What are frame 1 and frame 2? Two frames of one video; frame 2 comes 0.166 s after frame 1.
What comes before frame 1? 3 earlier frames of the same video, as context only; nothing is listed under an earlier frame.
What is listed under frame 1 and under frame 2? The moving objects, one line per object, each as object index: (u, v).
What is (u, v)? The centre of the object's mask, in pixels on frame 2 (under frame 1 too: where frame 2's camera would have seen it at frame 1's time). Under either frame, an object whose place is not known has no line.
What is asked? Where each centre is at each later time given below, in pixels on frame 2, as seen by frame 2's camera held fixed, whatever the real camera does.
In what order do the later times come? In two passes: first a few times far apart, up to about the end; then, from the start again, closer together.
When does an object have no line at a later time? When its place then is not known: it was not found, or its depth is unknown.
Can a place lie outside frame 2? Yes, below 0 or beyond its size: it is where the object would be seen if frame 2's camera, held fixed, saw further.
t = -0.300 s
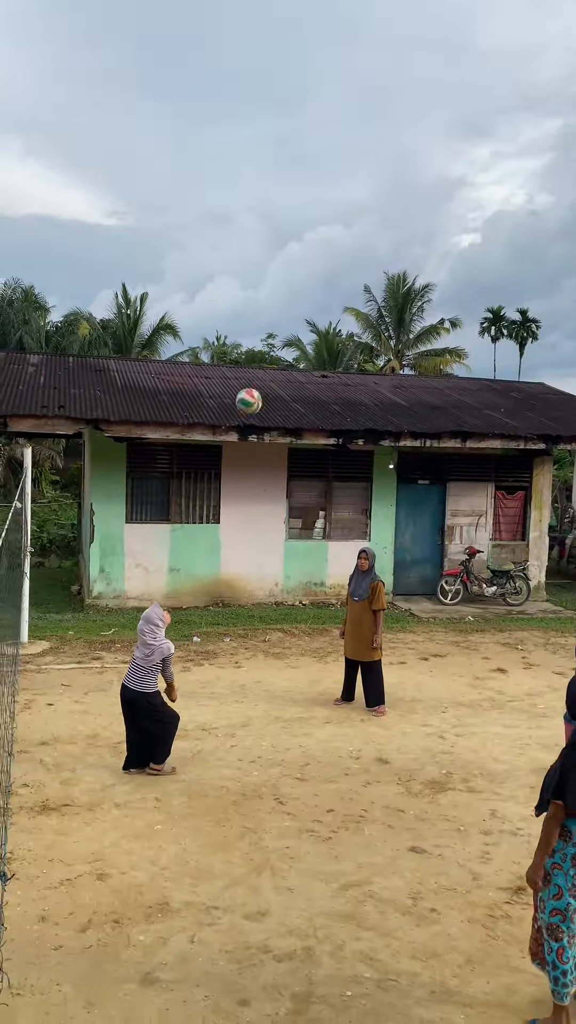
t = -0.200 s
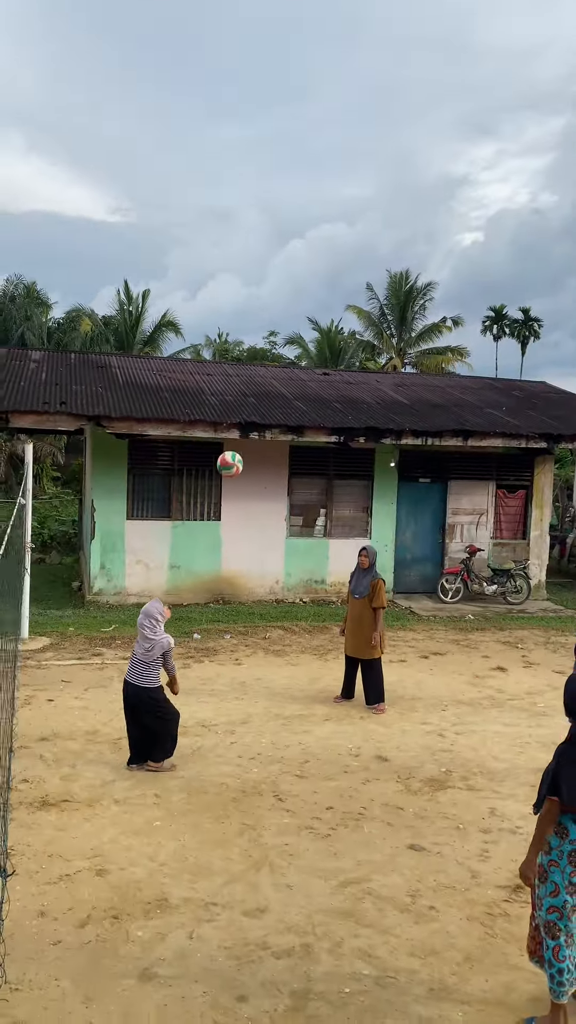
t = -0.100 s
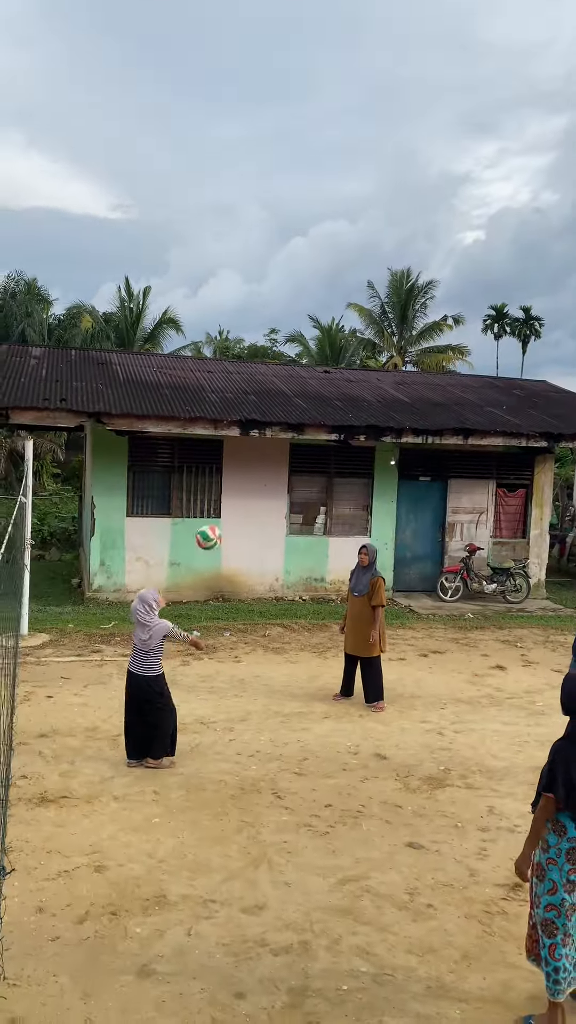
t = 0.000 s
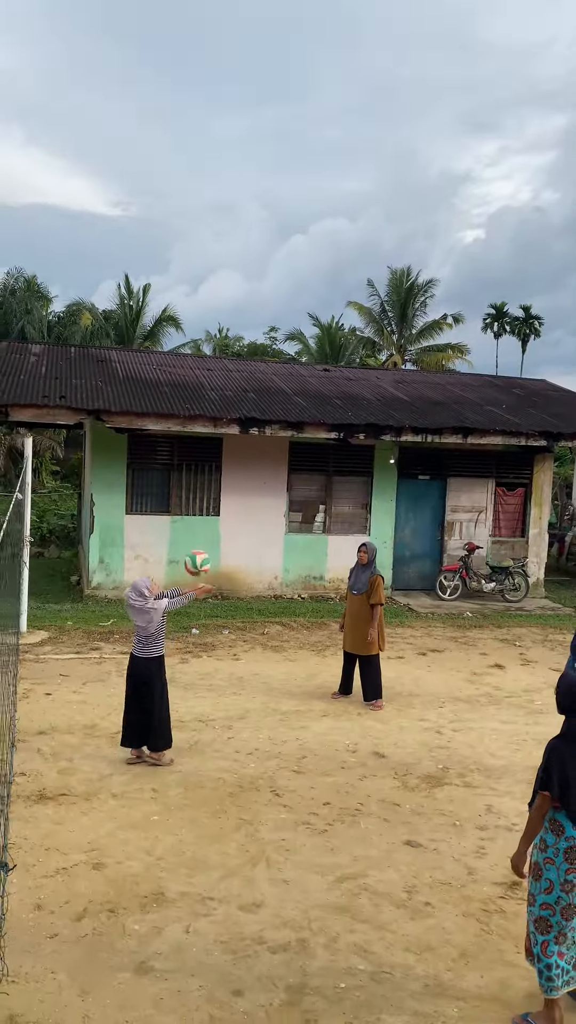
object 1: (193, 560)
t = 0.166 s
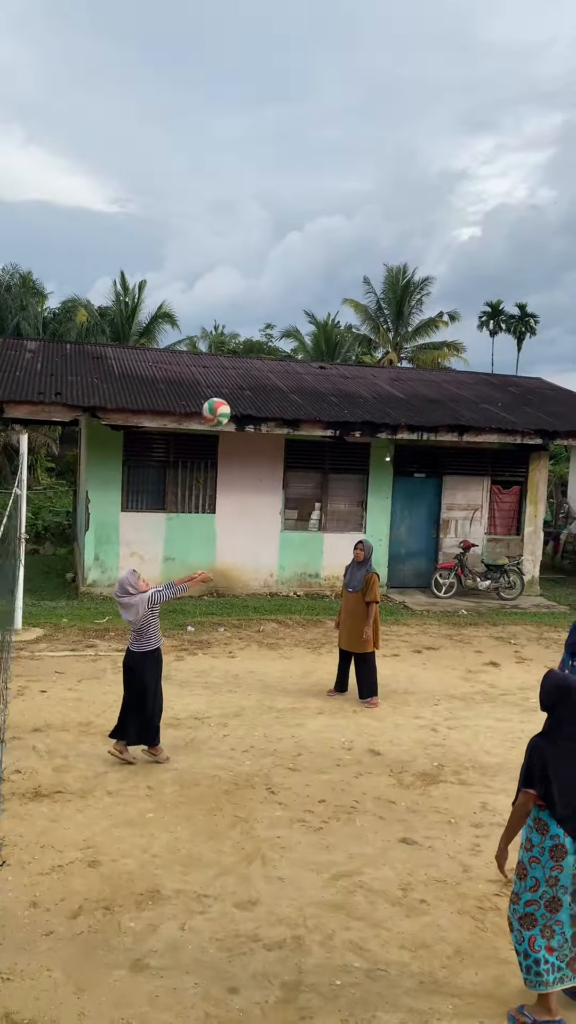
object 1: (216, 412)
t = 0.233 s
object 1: (226, 357)
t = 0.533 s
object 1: (274, 154)
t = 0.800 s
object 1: (322, 64)
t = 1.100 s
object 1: (382, 111)
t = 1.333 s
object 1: (430, 293)
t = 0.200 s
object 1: (221, 384)
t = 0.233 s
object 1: (226, 357)
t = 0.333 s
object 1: (242, 281)
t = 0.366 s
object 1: (247, 257)
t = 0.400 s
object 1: (252, 234)
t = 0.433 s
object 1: (257, 212)
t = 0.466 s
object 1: (263, 191)
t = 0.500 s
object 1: (269, 172)
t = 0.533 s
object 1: (274, 154)
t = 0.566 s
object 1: (280, 137)
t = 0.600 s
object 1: (285, 122)
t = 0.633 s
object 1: (291, 108)
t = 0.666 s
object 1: (297, 96)
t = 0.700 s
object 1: (303, 86)
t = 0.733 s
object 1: (310, 76)
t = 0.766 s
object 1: (316, 69)
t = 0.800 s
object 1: (322, 64)
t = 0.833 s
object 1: (329, 60)
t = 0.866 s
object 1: (335, 58)
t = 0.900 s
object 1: (342, 59)
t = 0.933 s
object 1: (348, 61)
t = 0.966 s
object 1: (355, 67)
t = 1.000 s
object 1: (362, 74)
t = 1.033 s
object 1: (369, 84)
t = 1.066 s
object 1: (375, 96)
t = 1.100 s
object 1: (382, 111)
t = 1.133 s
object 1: (388, 129)
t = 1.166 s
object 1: (395, 150)
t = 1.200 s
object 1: (402, 174)
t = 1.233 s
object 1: (409, 200)
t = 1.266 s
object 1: (415, 229)
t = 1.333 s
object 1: (430, 293)
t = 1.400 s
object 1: (444, 376)
